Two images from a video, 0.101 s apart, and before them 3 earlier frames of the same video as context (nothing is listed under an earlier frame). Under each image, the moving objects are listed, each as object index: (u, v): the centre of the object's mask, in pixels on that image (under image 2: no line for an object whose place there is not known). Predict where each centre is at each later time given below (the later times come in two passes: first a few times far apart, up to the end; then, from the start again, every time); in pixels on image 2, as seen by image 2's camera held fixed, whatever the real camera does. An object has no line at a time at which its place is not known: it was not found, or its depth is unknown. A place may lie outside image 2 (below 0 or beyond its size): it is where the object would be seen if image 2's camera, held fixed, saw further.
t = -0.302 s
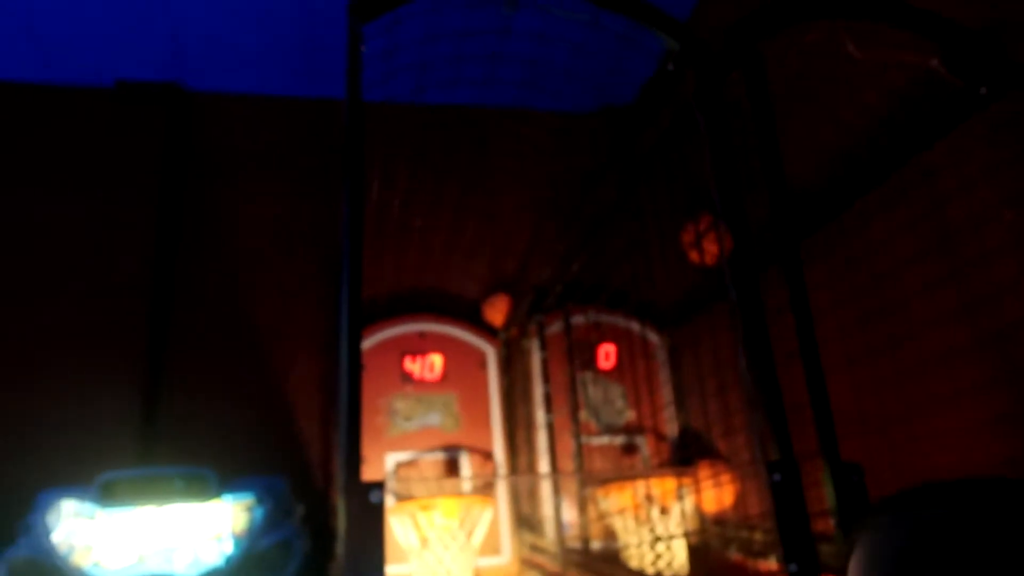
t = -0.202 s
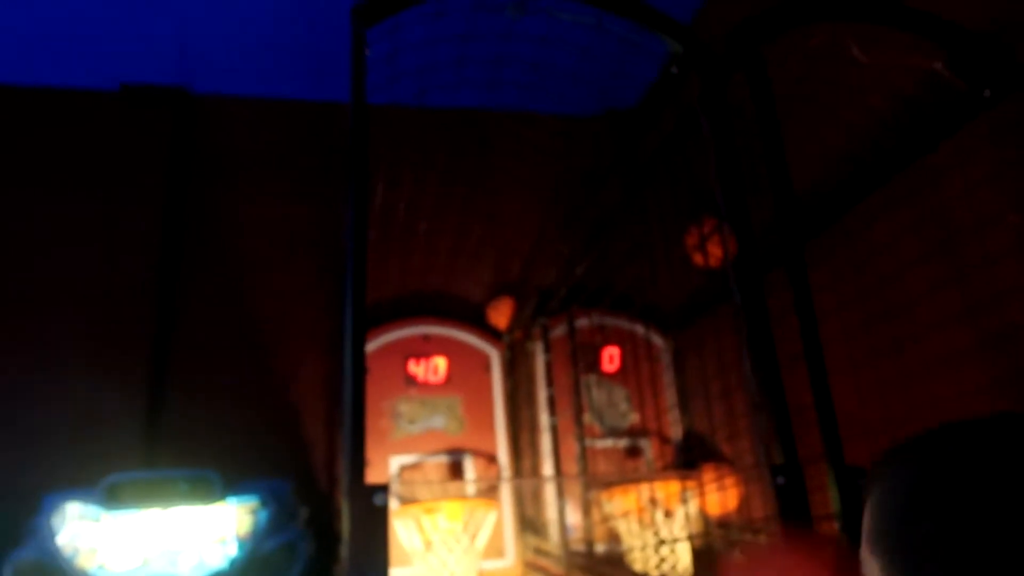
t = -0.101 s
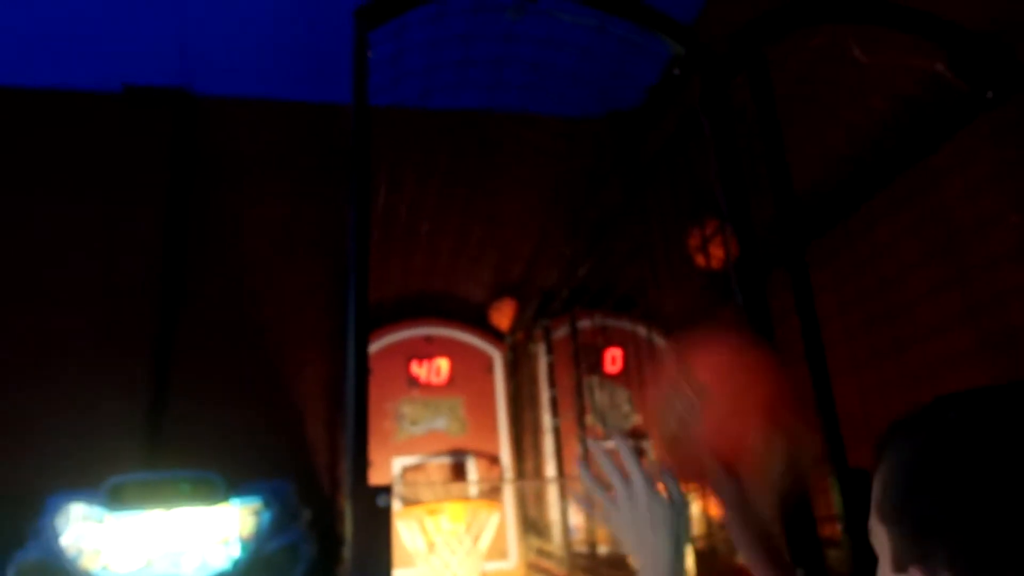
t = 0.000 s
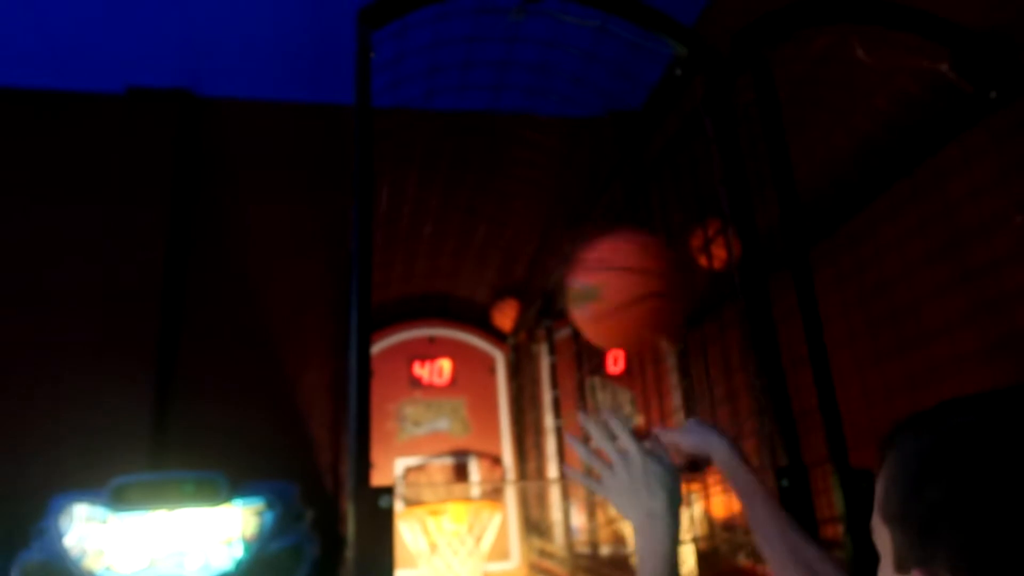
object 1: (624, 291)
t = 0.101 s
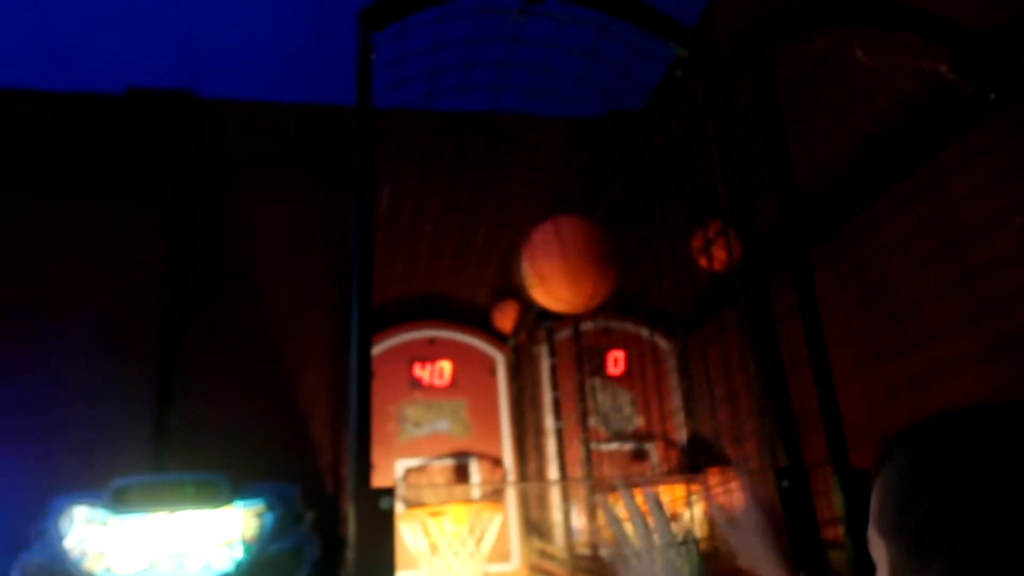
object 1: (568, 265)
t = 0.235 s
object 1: (521, 291)
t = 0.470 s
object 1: (480, 426)
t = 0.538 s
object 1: (475, 473)
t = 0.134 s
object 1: (554, 266)
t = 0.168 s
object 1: (542, 271)
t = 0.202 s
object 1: (532, 278)
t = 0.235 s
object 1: (521, 291)
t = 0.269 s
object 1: (513, 303)
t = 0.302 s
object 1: (507, 317)
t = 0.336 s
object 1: (501, 334)
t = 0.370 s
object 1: (495, 356)
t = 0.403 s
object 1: (491, 378)
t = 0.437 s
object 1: (486, 402)
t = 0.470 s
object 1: (480, 426)
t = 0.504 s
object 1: (477, 449)
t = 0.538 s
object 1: (475, 473)
